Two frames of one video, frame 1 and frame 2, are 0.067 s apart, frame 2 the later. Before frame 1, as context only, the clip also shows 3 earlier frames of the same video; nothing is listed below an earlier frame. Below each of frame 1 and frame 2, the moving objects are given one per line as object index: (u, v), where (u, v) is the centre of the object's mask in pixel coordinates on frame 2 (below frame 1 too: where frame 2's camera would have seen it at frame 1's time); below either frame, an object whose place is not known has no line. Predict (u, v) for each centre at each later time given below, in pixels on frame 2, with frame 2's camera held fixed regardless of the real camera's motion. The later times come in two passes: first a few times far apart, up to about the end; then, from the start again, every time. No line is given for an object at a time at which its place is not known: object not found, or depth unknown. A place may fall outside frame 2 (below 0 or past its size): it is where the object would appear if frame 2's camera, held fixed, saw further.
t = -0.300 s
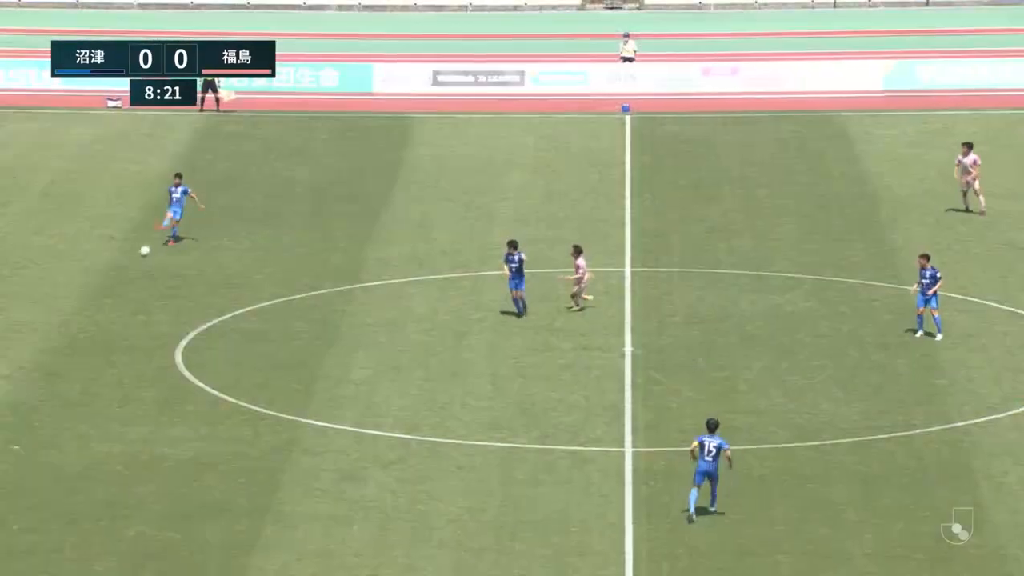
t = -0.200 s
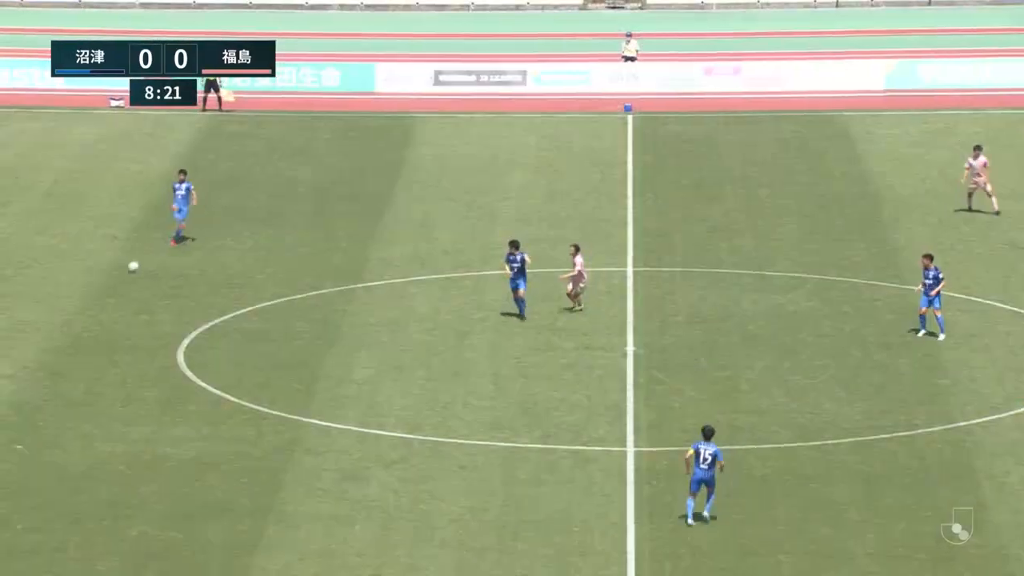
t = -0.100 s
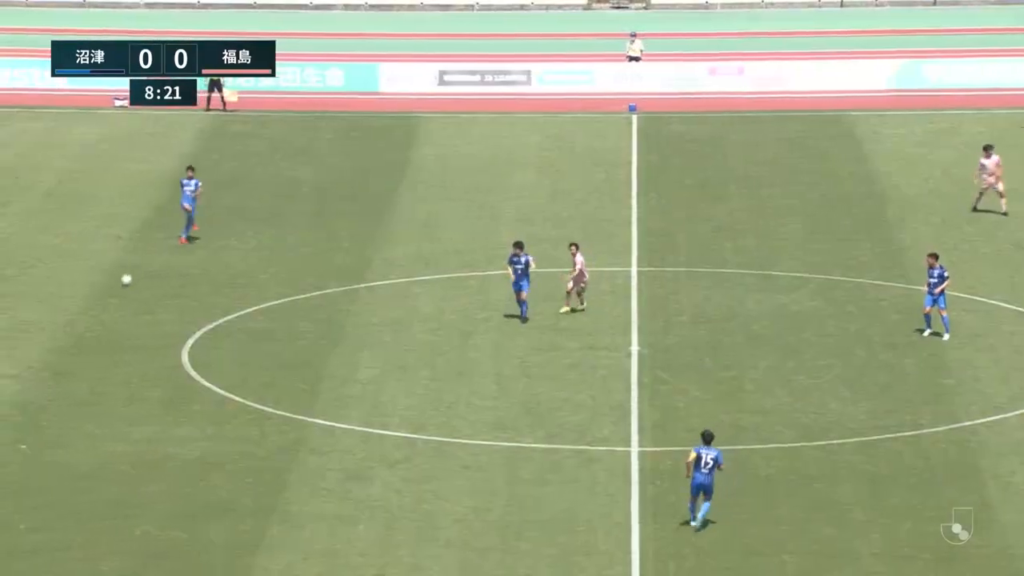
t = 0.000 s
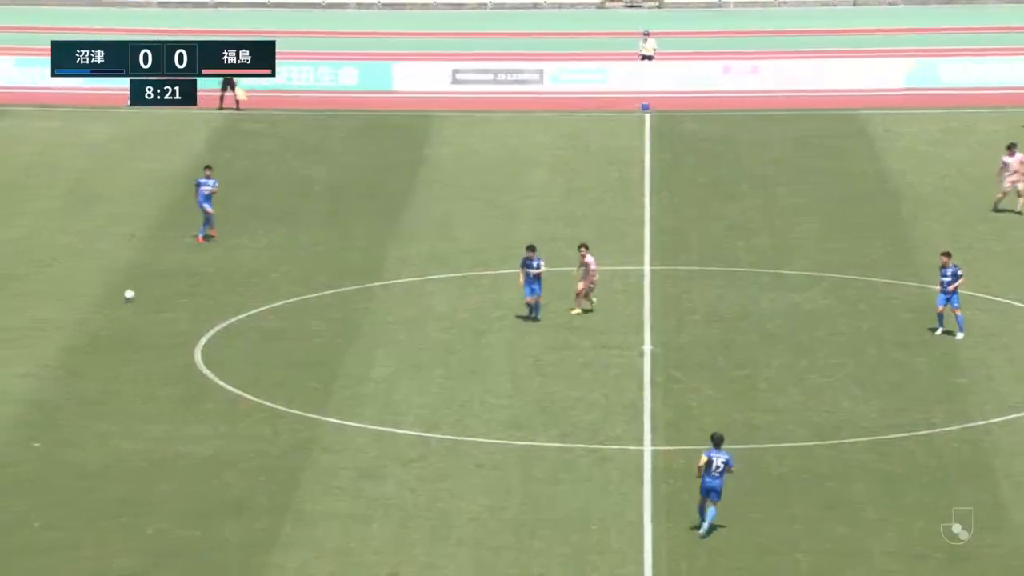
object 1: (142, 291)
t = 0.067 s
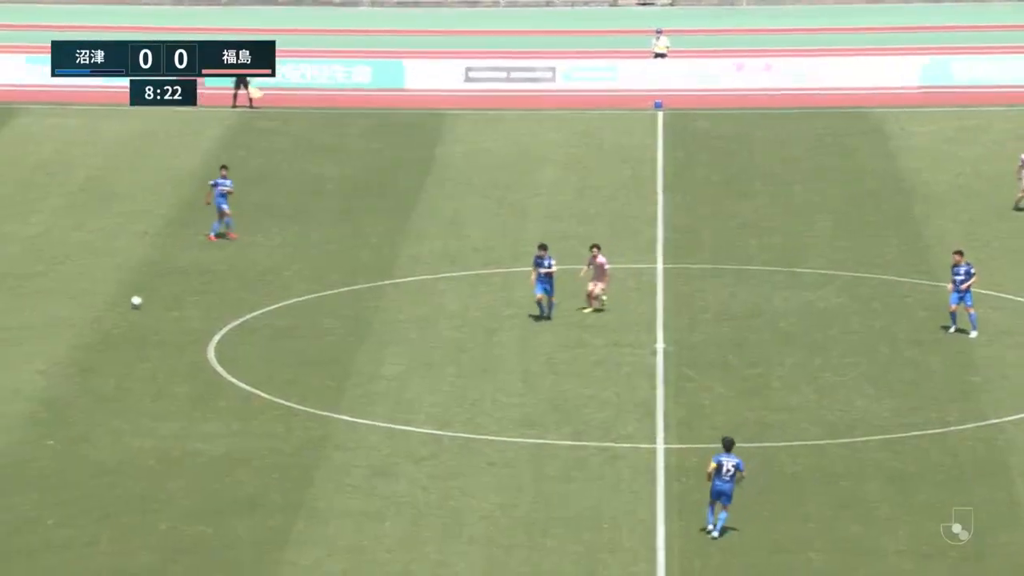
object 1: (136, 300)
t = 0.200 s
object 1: (126, 322)
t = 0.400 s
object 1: (117, 344)
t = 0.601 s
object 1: (111, 368)
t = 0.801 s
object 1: (106, 397)
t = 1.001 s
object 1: (102, 417)
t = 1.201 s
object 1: (98, 444)
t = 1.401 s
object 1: (94, 469)
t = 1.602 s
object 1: (91, 494)
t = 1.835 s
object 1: (88, 523)
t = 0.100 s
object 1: (133, 305)
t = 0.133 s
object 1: (131, 311)
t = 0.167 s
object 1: (128, 318)
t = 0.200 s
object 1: (126, 322)
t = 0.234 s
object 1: (124, 324)
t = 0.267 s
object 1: (123, 326)
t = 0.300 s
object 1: (121, 330)
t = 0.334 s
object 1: (119, 334)
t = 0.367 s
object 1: (118, 339)
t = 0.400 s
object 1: (117, 344)
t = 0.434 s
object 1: (116, 350)
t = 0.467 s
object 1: (115, 357)
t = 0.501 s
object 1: (114, 363)
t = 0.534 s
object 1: (113, 364)
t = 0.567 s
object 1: (111, 366)
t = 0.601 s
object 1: (111, 368)
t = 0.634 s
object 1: (110, 371)
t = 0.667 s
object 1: (109, 375)
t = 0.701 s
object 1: (108, 380)
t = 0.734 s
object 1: (108, 385)
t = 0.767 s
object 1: (107, 391)
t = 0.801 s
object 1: (106, 397)
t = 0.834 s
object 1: (105, 401)
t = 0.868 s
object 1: (104, 403)
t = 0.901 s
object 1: (103, 406)
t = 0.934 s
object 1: (103, 409)
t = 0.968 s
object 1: (102, 412)
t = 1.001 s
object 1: (102, 417)
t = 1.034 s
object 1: (101, 421)
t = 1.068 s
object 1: (101, 428)
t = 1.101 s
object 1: (100, 434)
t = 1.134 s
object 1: (99, 437)
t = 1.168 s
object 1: (98, 440)
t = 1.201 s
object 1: (98, 444)
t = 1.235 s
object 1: (97, 448)
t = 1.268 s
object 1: (95, 453)
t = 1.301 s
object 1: (95, 458)
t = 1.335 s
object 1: (95, 462)
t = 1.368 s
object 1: (94, 465)
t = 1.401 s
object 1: (94, 469)
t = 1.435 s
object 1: (93, 474)
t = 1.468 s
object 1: (93, 478)
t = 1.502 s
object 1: (92, 482)
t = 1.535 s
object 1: (91, 486)
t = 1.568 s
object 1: (91, 490)
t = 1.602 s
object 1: (91, 494)
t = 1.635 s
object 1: (90, 498)
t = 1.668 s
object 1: (90, 503)
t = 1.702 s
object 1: (90, 506)
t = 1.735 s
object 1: (89, 512)
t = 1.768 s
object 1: (89, 516)
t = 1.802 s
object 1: (89, 520)
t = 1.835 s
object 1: (88, 523)
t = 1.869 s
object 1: (88, 527)
